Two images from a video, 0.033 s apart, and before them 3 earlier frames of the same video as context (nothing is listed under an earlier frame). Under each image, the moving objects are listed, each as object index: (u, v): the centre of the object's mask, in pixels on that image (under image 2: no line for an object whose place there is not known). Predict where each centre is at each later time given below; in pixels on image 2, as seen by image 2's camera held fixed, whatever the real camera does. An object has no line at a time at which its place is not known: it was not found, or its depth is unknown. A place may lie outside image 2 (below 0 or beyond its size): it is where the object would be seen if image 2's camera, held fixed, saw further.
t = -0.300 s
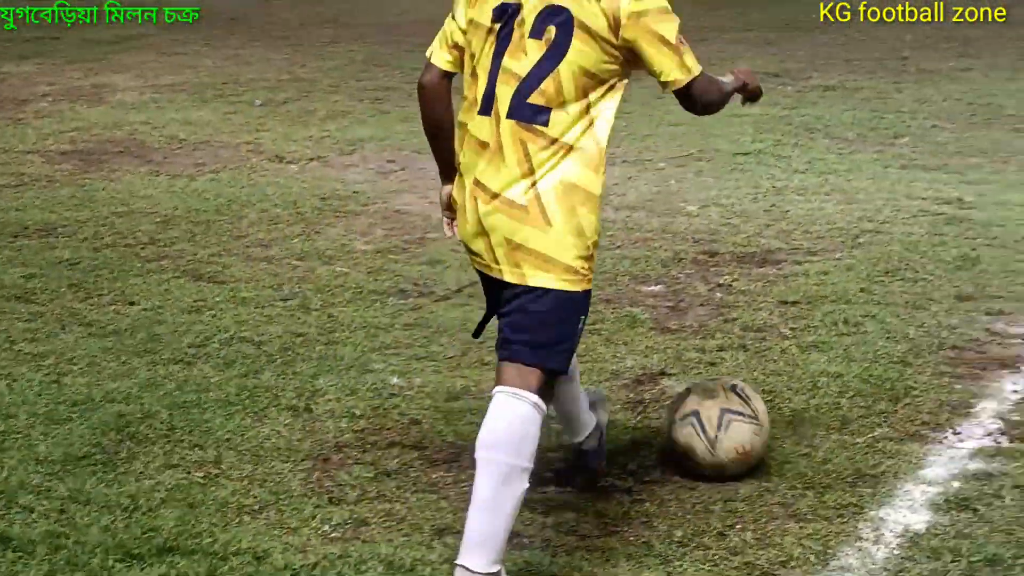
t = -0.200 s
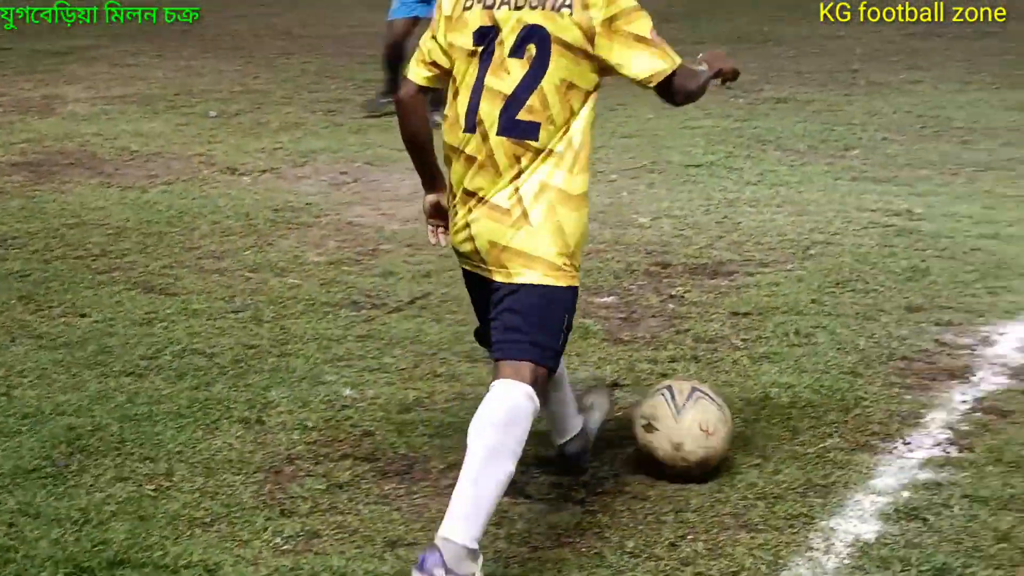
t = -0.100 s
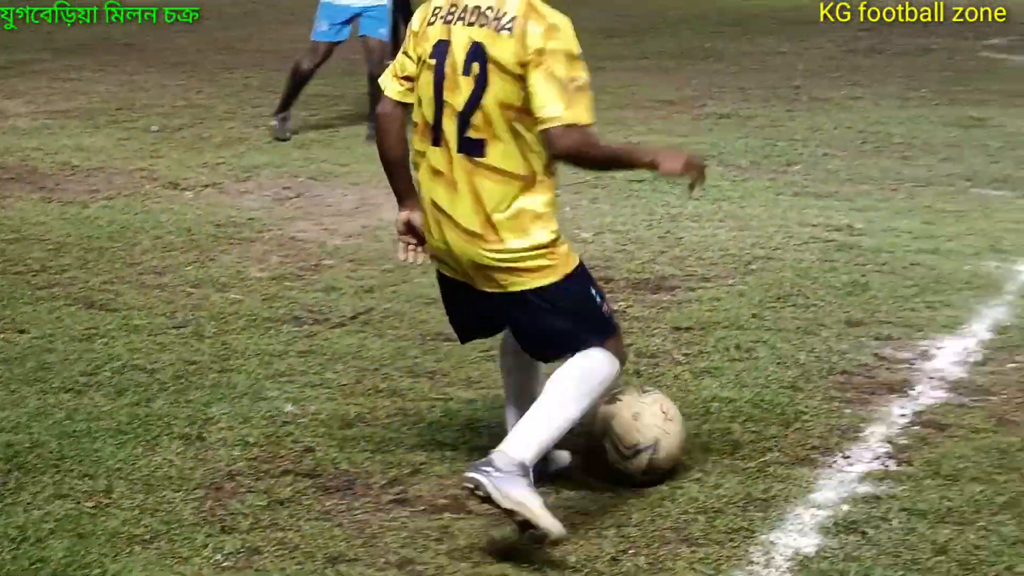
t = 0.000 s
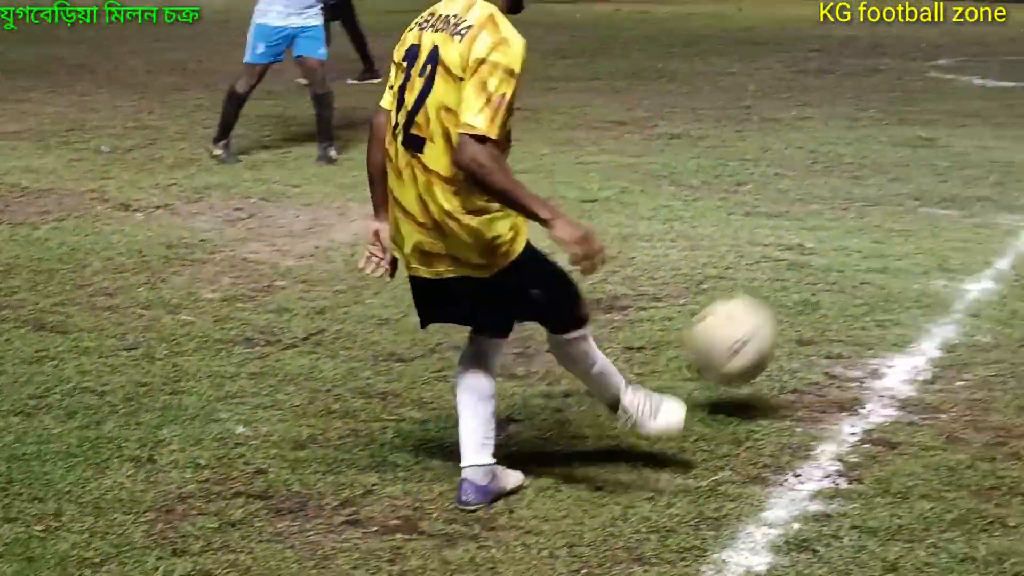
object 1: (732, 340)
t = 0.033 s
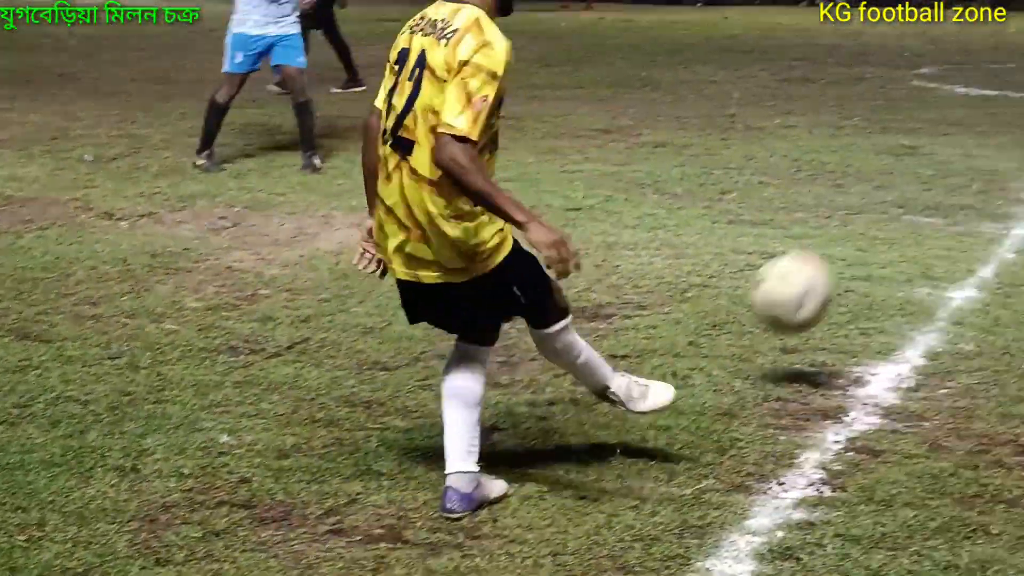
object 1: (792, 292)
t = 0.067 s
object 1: (858, 245)
